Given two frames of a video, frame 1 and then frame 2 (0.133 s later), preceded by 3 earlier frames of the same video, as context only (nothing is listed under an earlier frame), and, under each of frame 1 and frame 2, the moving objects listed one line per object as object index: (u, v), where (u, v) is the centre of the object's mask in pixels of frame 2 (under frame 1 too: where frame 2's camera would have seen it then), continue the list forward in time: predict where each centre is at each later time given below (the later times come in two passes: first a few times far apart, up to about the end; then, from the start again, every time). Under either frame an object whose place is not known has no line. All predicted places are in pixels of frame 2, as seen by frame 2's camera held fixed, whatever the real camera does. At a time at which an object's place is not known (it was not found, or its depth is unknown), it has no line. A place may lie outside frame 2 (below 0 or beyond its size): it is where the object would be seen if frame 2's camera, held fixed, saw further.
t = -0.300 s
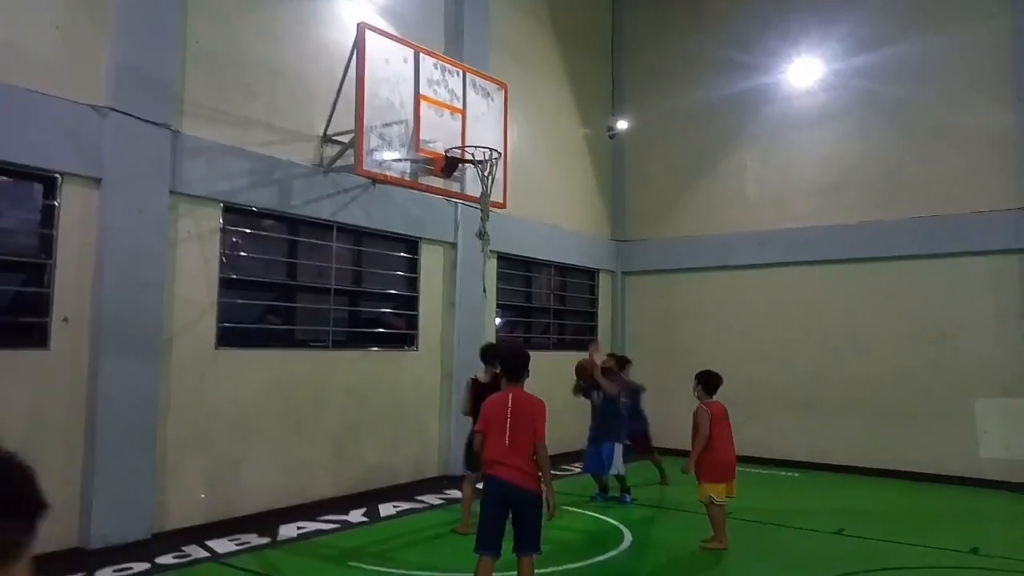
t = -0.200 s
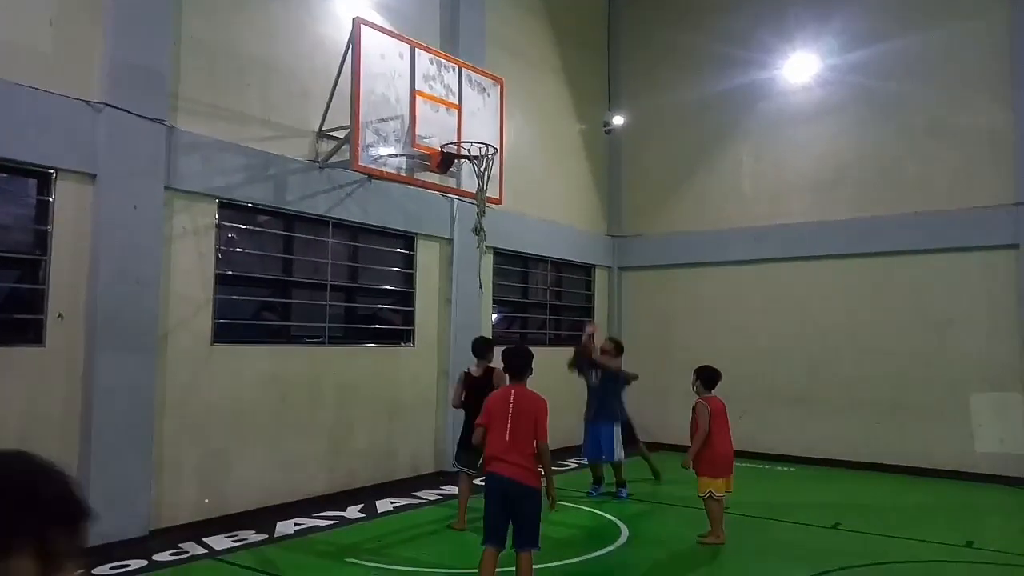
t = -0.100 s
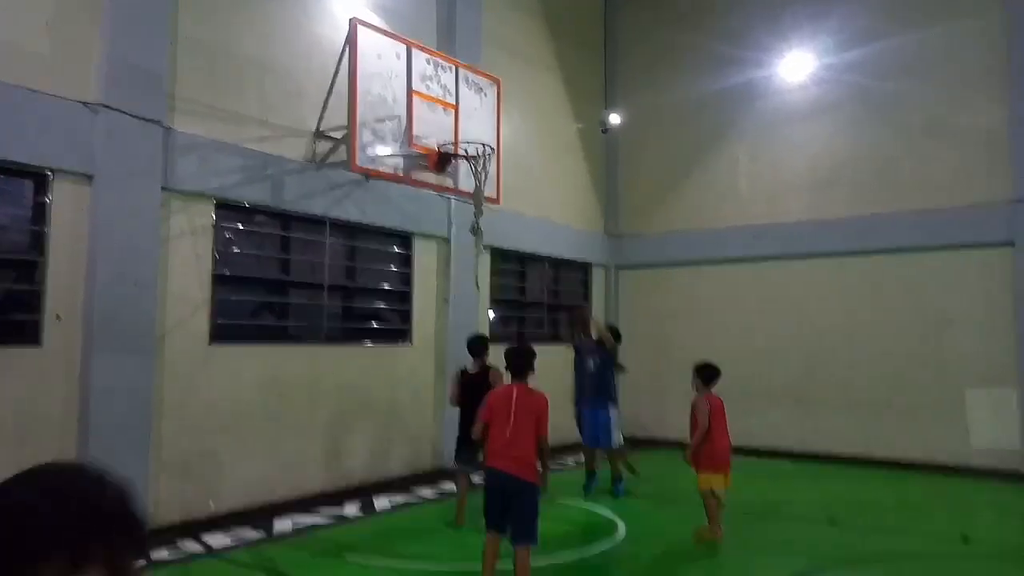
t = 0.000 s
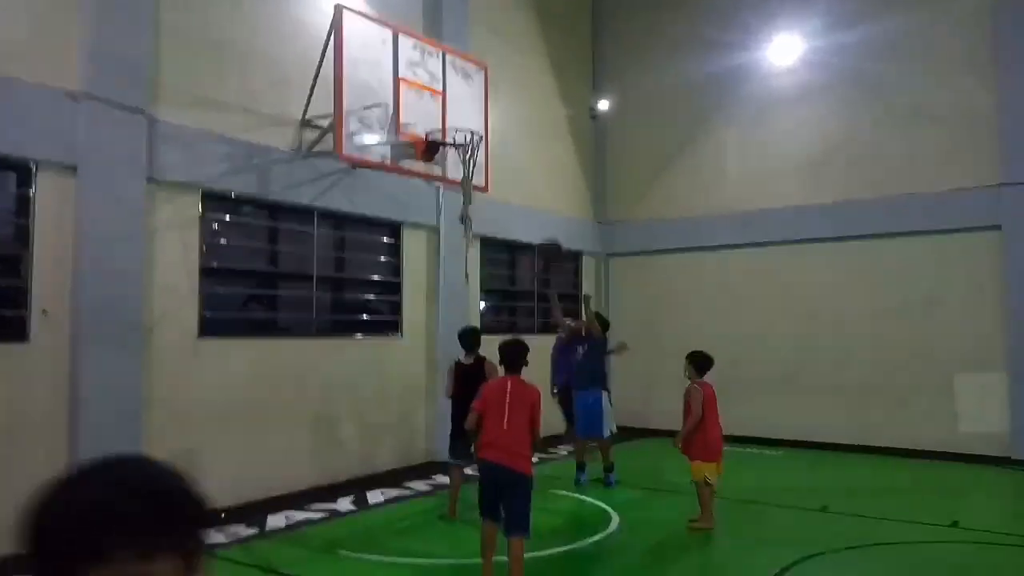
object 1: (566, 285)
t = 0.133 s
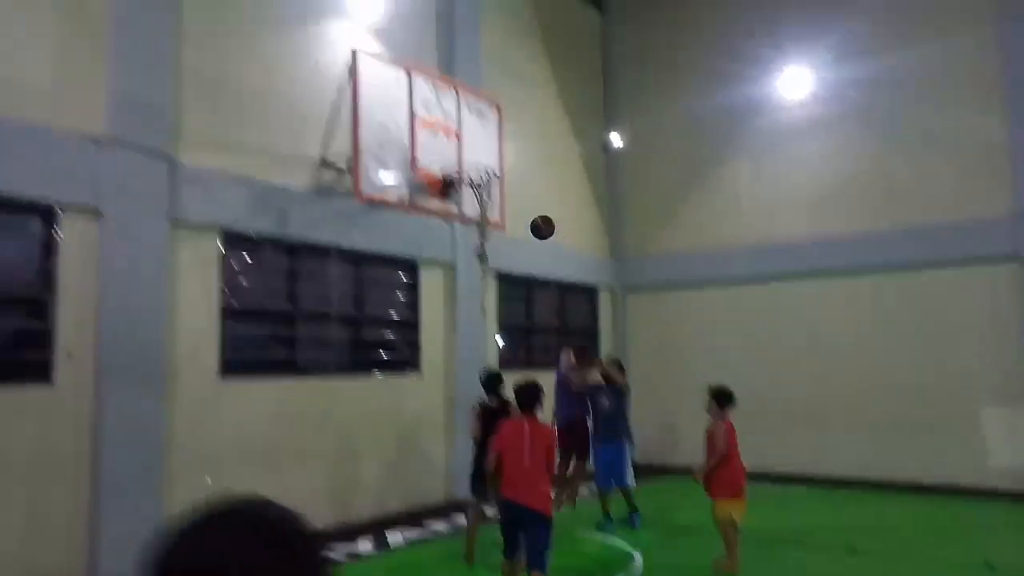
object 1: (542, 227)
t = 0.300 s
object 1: (510, 177)
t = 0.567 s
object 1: (468, 154)
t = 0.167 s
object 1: (536, 215)
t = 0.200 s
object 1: (530, 203)
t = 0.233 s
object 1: (523, 194)
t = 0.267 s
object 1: (517, 185)
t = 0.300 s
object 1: (510, 177)
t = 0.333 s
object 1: (504, 170)
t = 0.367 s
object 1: (498, 165)
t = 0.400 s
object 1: (492, 159)
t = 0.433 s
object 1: (485, 156)
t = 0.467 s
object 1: (478, 154)
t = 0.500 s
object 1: (473, 153)
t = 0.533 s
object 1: (470, 153)
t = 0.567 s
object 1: (468, 154)
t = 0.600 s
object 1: (467, 155)
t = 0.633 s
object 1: (465, 157)
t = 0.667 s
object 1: (464, 163)
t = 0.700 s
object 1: (462, 167)
